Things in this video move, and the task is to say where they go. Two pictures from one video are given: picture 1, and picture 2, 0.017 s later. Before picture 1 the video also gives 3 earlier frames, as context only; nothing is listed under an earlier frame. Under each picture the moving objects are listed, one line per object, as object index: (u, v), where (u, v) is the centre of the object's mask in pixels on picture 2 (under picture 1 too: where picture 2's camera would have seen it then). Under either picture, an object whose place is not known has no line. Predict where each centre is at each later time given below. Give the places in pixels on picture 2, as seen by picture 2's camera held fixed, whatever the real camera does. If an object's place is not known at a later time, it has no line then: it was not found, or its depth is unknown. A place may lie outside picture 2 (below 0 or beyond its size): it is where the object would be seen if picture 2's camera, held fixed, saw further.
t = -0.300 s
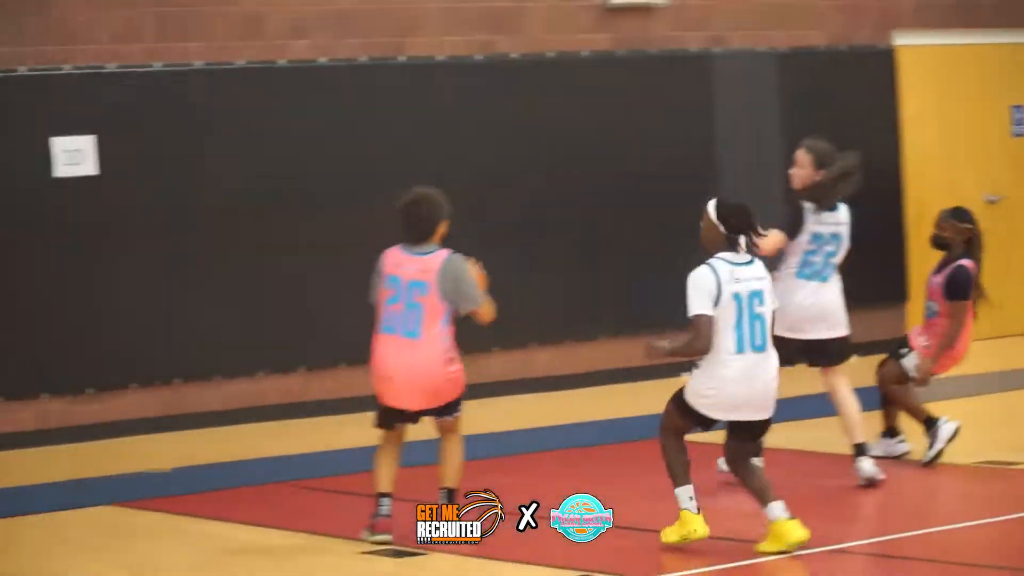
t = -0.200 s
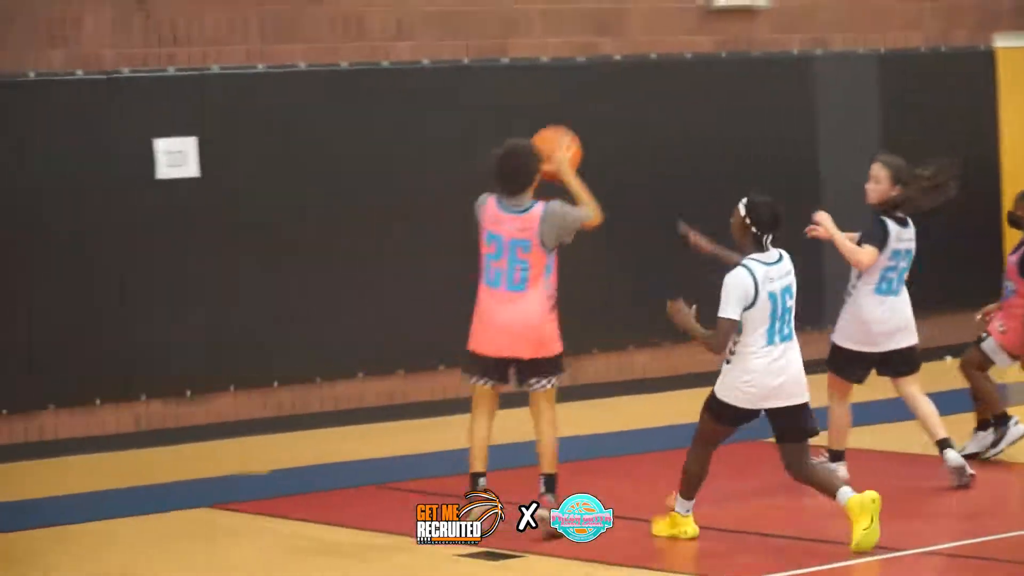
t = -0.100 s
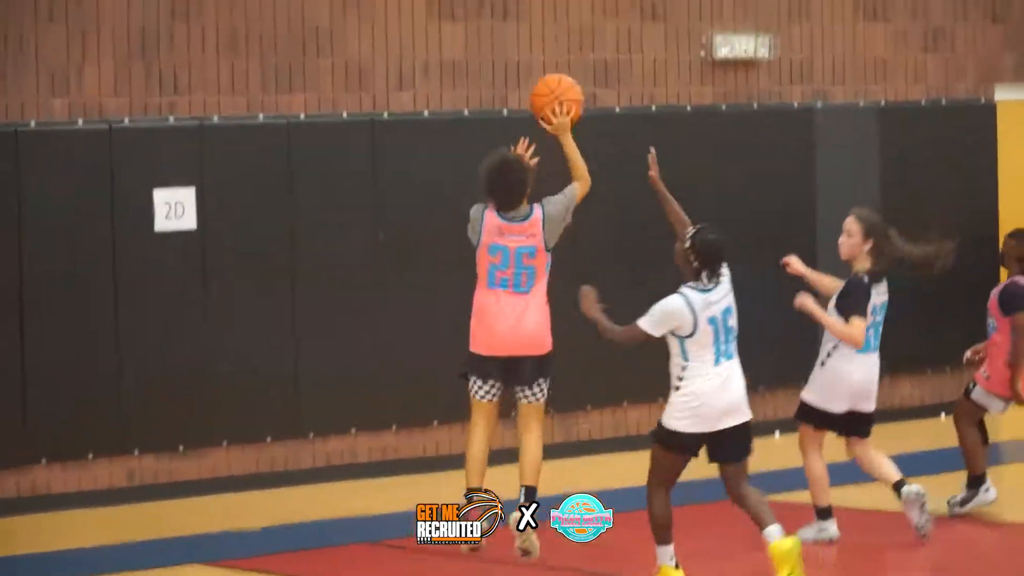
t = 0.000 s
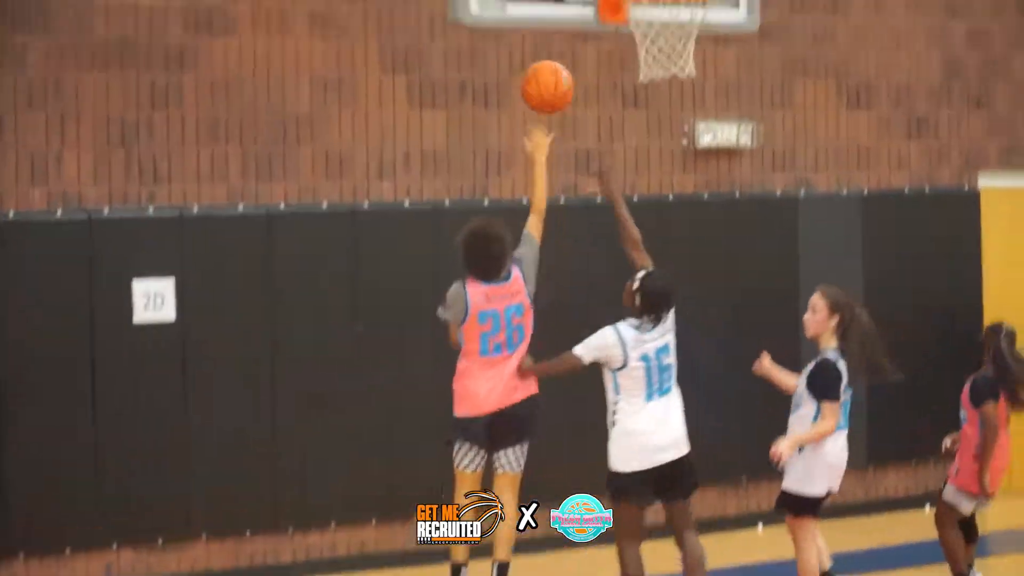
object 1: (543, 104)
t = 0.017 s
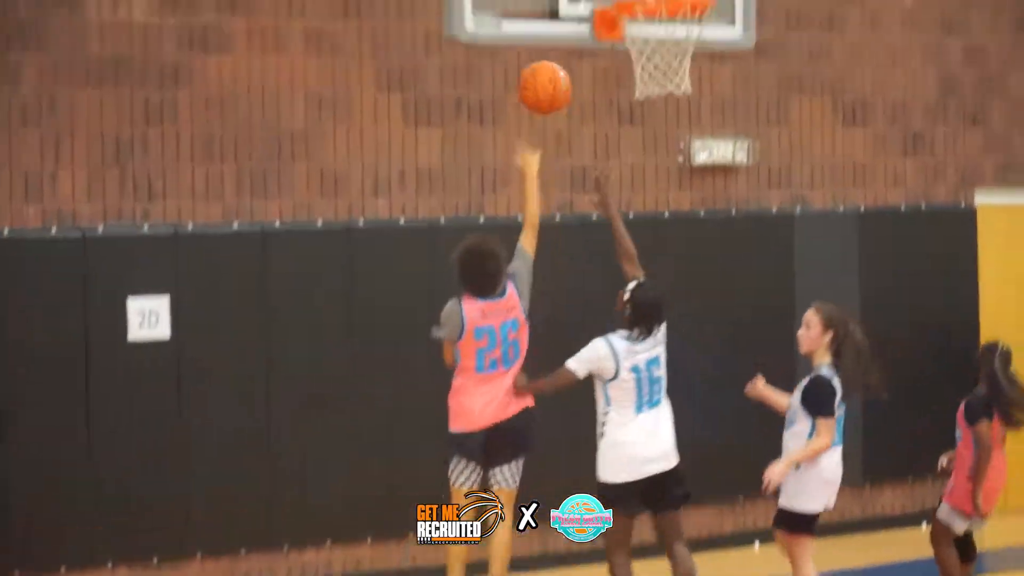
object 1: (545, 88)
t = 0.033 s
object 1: (546, 72)
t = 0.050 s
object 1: (548, 58)
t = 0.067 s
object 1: (550, 43)
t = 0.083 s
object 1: (552, 29)
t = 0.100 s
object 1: (554, 15)
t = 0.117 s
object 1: (555, 4)
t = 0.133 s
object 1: (557, -8)
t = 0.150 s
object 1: (560, -19)
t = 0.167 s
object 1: (561, -29)
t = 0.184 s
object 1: (563, -39)
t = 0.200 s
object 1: (565, -47)
